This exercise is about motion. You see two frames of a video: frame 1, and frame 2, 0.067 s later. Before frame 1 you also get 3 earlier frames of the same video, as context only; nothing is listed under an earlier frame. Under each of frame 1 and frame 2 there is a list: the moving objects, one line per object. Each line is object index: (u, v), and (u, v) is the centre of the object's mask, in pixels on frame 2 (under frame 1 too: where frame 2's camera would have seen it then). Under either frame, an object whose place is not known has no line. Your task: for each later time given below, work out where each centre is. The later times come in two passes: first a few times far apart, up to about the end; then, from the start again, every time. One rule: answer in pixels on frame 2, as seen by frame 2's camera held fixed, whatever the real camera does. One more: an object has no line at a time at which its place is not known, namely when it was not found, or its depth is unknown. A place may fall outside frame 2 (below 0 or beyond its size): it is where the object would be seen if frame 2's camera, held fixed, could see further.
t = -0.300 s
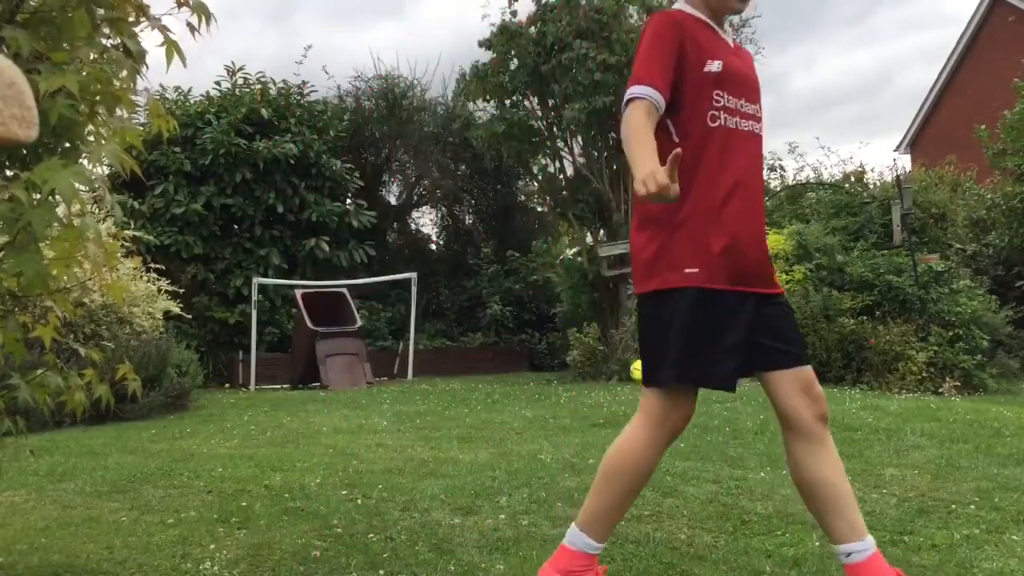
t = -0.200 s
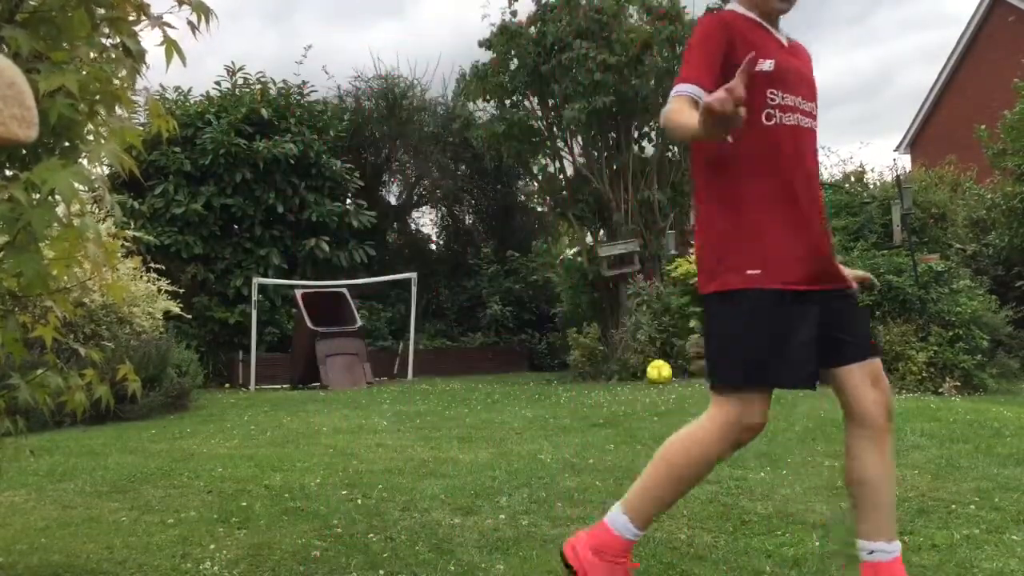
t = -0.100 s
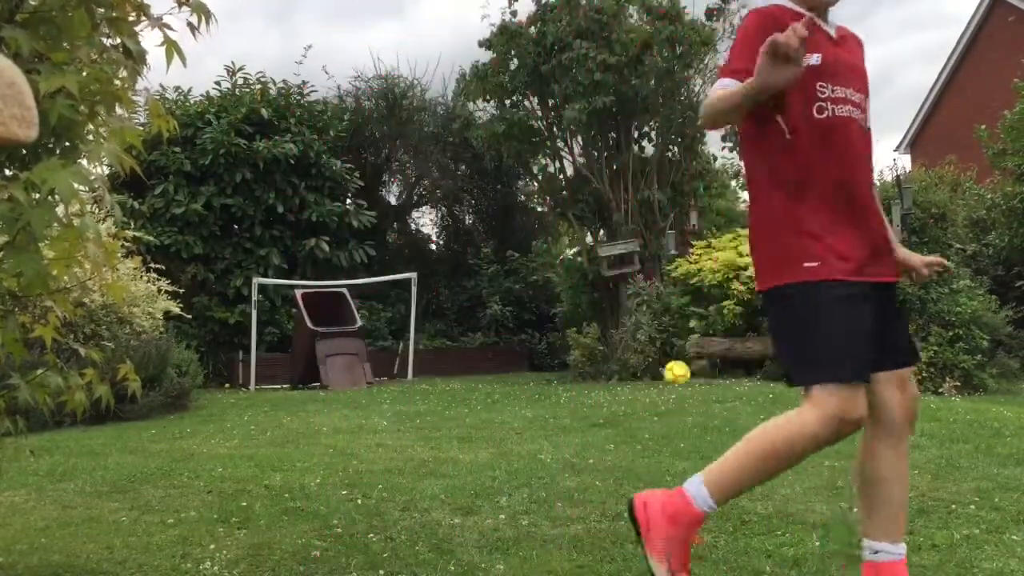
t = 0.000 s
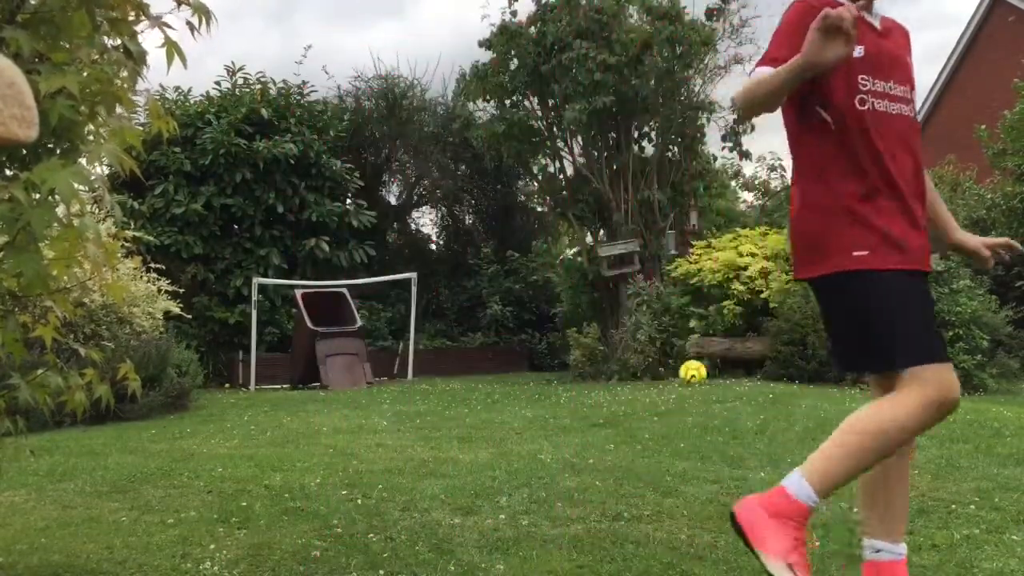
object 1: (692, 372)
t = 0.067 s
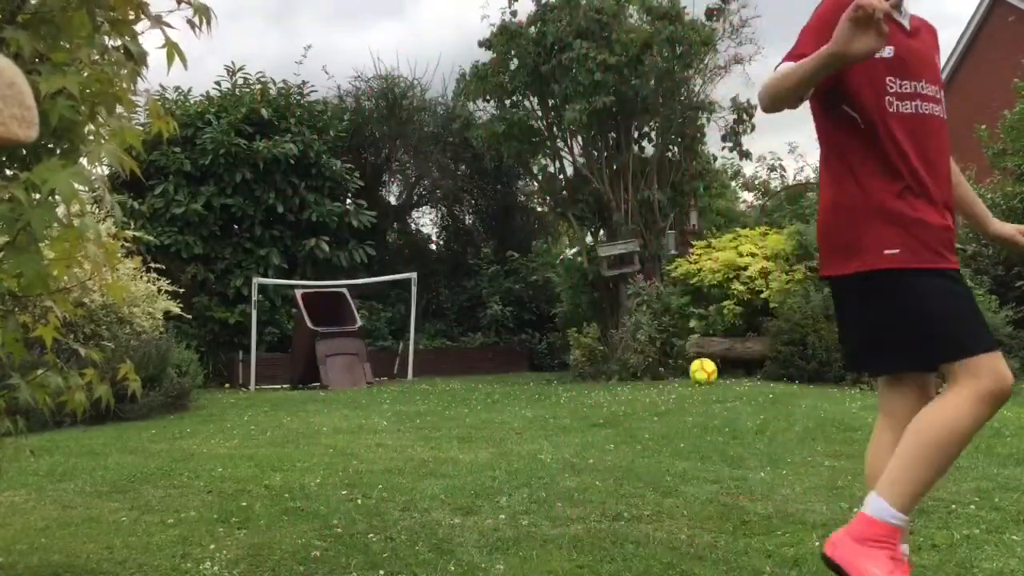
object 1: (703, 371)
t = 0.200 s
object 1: (723, 374)
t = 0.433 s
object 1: (765, 378)
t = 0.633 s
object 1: (806, 383)
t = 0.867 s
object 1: (855, 387)
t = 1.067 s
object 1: (900, 391)
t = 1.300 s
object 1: (954, 396)
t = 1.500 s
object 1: (1001, 404)
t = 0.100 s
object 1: (708, 371)
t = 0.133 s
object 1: (712, 370)
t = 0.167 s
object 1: (718, 371)
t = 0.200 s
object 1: (723, 374)
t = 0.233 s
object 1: (729, 375)
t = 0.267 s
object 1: (735, 375)
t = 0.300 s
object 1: (740, 374)
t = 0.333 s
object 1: (746, 375)
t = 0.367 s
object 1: (753, 377)
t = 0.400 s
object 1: (759, 378)
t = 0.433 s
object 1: (765, 378)
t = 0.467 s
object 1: (771, 378)
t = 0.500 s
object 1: (778, 379)
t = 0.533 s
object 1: (784, 382)
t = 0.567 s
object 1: (792, 382)
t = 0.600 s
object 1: (799, 383)
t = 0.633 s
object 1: (806, 383)
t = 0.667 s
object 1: (813, 384)
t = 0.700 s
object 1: (821, 384)
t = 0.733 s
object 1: (828, 385)
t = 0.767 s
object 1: (834, 385)
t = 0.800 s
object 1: (841, 386)
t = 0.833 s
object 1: (847, 386)
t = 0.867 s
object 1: (855, 387)
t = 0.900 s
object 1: (862, 388)
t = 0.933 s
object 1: (870, 389)
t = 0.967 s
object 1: (877, 390)
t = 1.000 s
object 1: (885, 390)
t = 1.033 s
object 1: (892, 391)
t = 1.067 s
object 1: (900, 391)
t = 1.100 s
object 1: (908, 393)
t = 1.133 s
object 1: (915, 393)
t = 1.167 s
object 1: (923, 394)
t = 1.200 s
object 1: (930, 395)
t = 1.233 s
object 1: (938, 396)
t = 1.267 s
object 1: (946, 397)
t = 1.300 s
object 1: (954, 396)
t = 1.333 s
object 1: (961, 397)
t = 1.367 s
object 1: (969, 399)
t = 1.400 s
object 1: (977, 401)
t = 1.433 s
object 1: (985, 401)
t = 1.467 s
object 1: (993, 402)
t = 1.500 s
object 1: (1001, 404)
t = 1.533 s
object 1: (1006, 405)
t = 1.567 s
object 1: (1011, 405)
